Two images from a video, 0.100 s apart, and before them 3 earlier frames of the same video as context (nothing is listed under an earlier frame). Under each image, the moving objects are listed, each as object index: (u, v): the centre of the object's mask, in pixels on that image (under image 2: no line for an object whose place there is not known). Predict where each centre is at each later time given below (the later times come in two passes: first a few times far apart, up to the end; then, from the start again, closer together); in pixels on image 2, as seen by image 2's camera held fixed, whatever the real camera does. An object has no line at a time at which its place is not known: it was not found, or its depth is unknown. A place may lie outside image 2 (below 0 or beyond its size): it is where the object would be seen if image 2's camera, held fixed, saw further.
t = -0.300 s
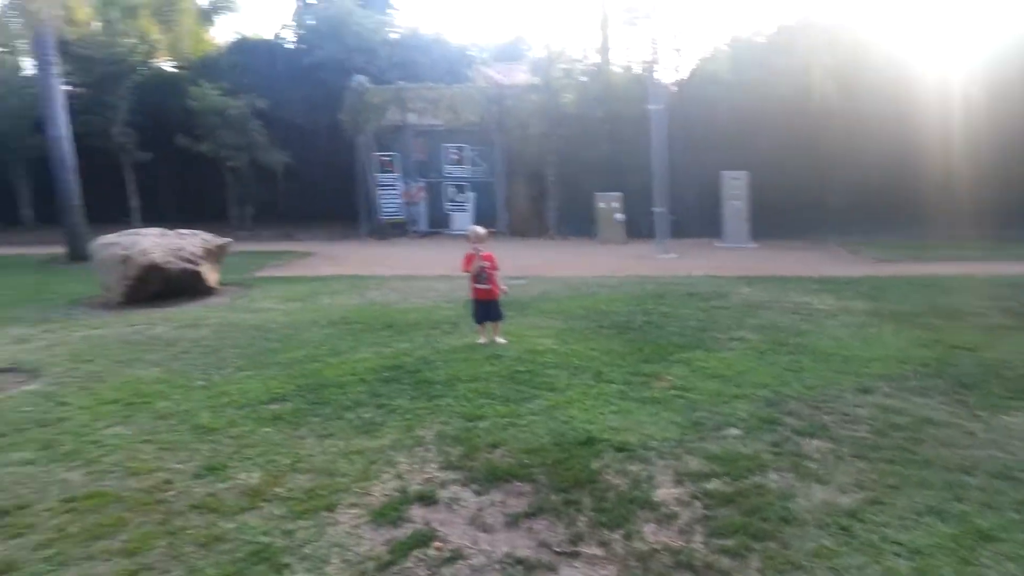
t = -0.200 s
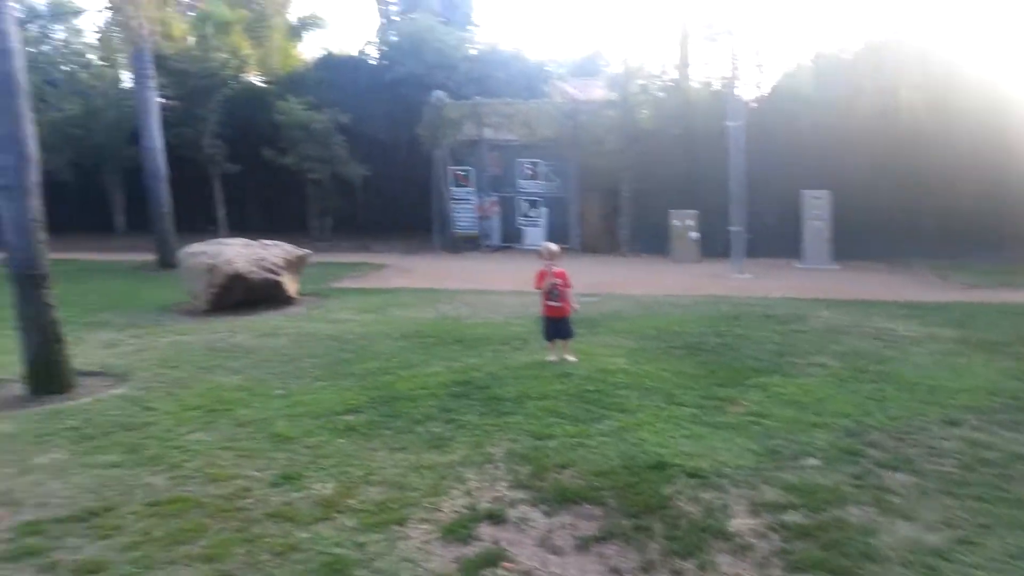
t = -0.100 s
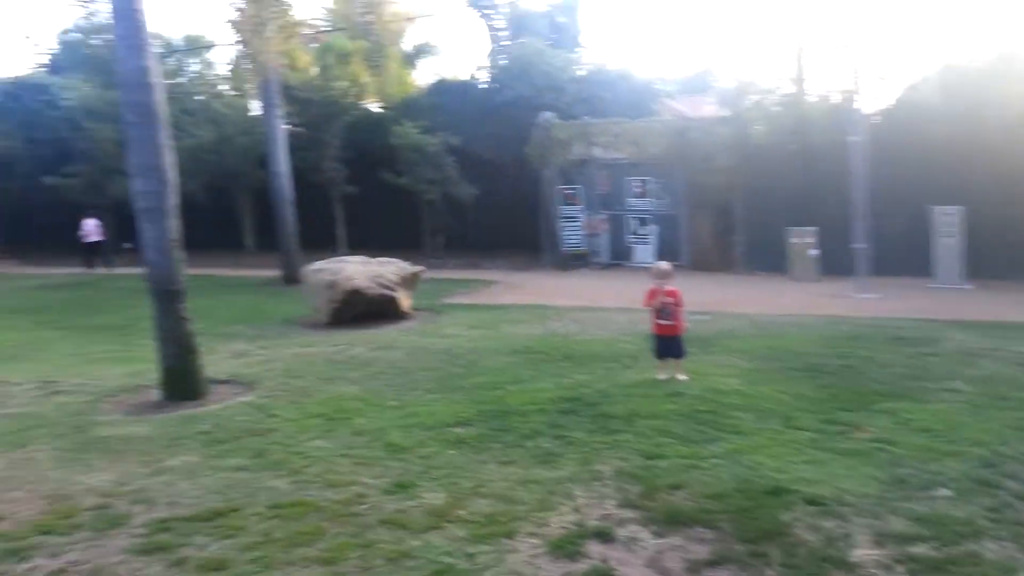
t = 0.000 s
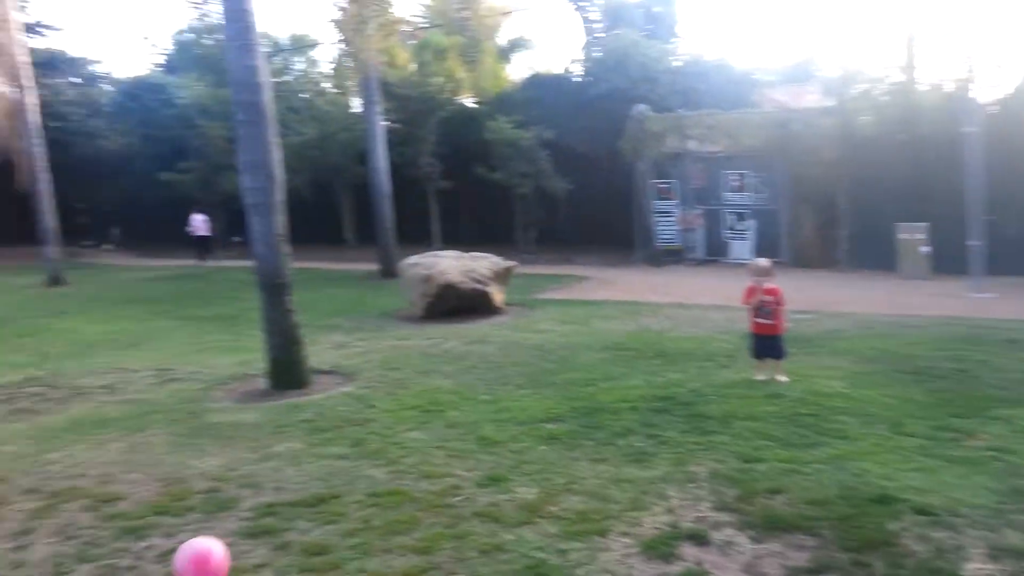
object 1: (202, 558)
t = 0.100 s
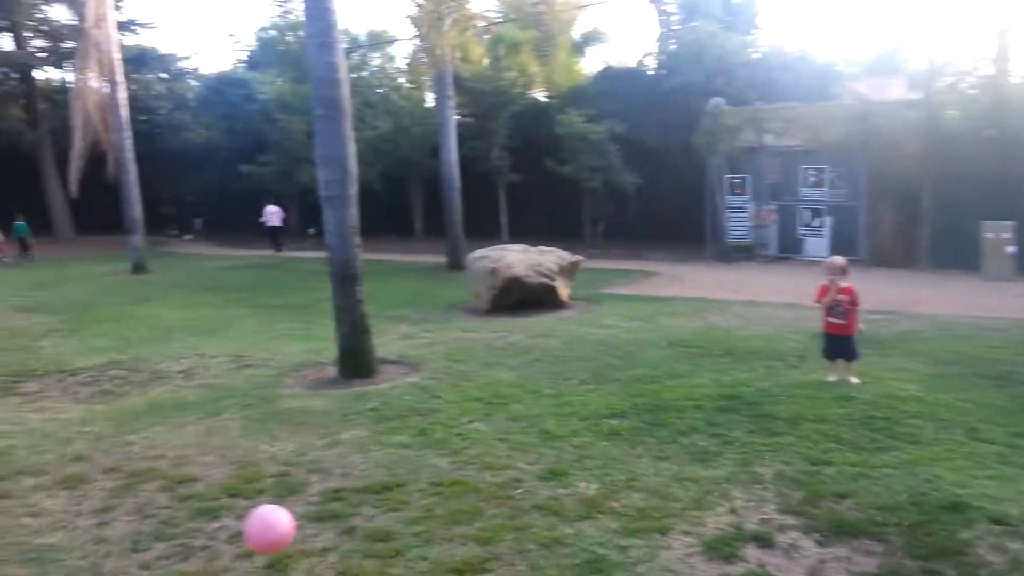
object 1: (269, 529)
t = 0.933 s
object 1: (245, 422)
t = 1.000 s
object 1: (244, 409)
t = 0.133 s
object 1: (269, 529)
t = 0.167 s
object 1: (270, 531)
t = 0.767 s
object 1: (249, 438)
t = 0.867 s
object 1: (246, 427)
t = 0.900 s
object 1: (246, 427)
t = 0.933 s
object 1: (245, 422)
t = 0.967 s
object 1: (245, 415)
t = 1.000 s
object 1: (244, 409)
